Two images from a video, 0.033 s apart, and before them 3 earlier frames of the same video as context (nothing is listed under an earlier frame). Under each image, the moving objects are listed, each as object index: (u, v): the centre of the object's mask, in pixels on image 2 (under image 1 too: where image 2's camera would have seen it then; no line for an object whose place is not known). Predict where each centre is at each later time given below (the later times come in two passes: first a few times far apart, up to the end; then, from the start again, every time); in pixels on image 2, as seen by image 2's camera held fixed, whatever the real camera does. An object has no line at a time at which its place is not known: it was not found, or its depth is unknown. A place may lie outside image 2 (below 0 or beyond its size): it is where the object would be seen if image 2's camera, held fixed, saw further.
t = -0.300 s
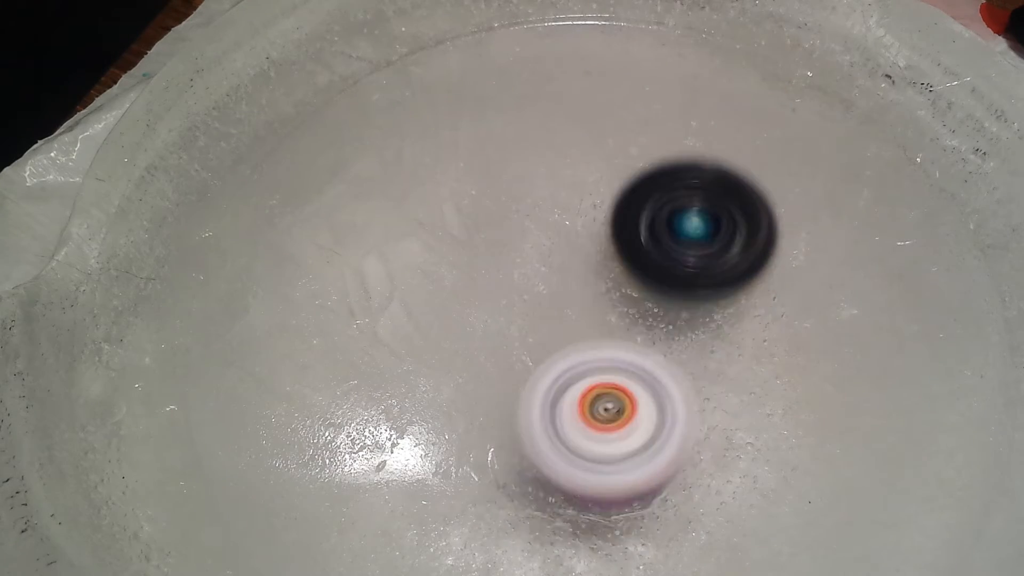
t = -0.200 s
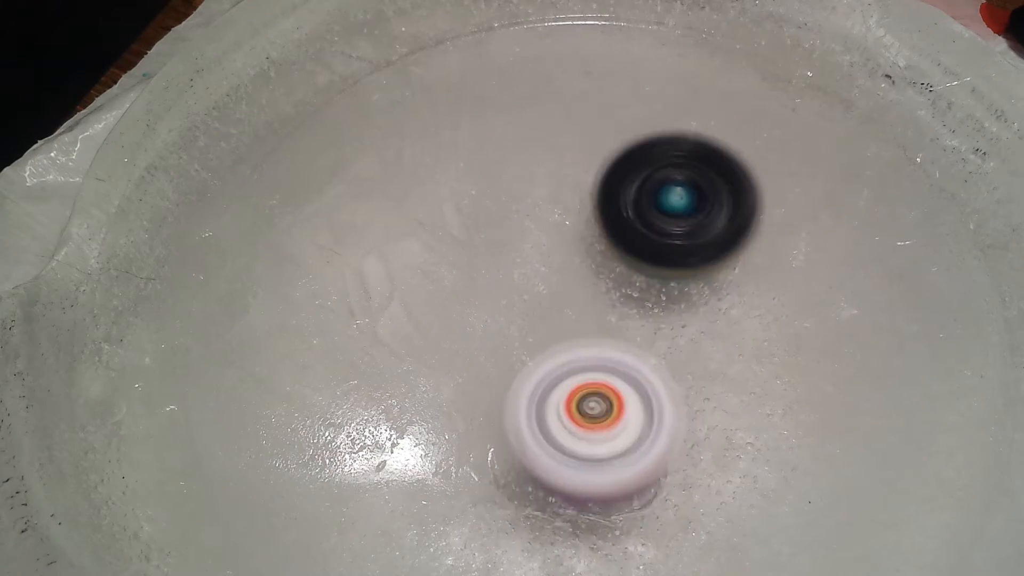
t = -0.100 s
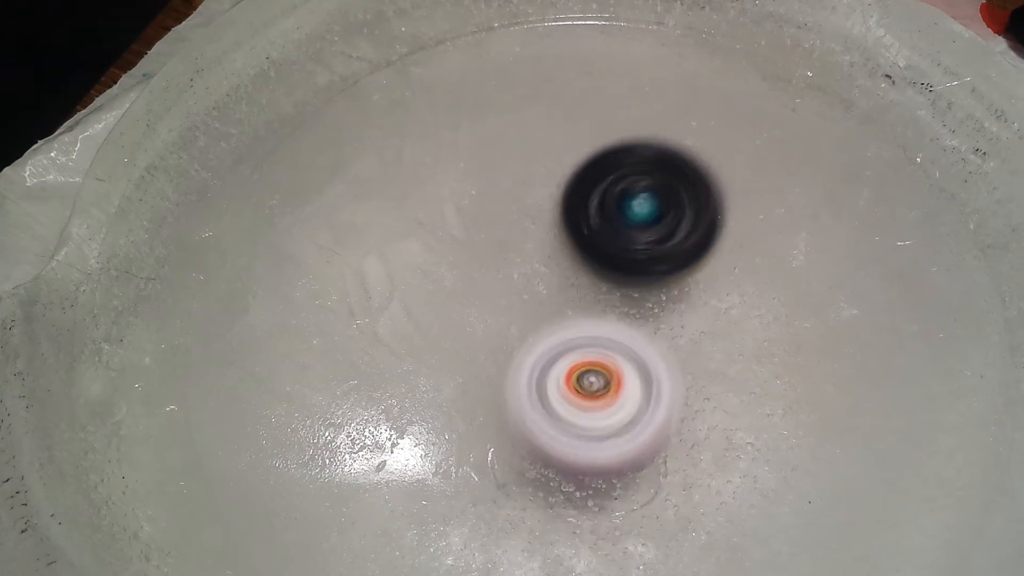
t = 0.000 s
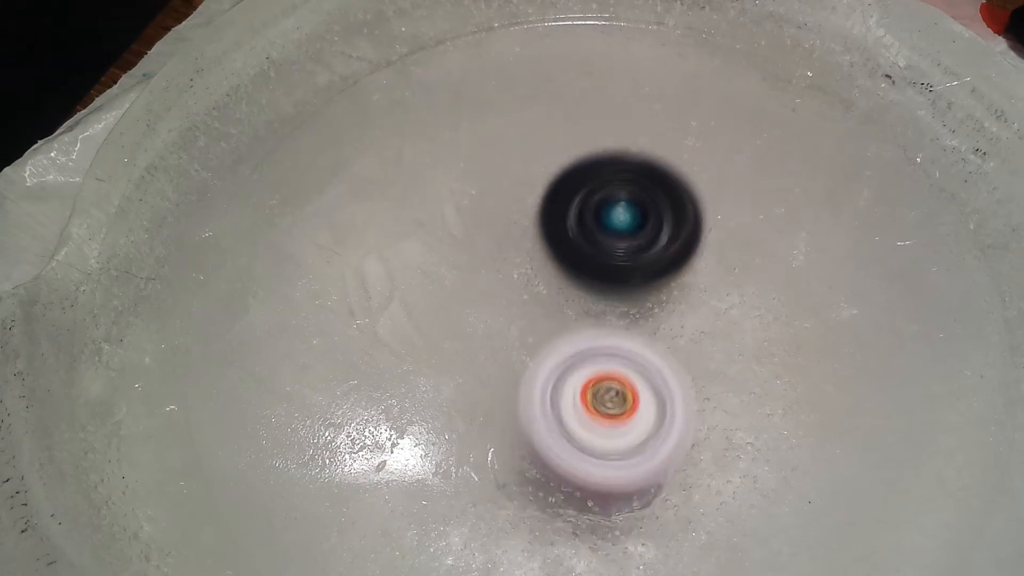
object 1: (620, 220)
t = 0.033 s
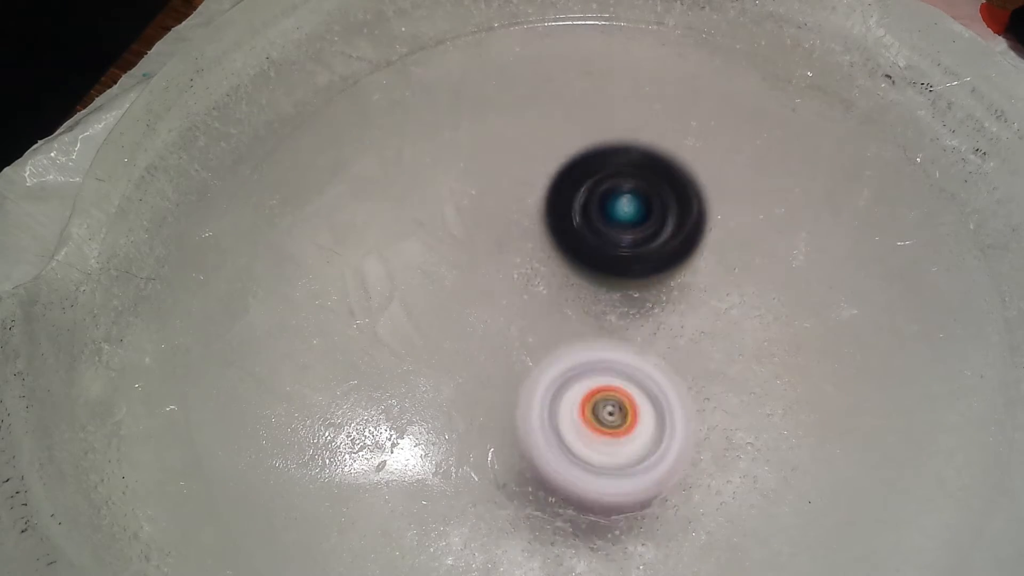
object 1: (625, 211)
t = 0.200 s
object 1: (645, 236)
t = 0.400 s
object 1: (676, 268)
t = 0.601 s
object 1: (664, 220)
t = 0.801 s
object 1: (626, 239)
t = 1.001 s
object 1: (655, 254)
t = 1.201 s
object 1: (642, 197)
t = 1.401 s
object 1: (611, 221)
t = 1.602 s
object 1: (607, 112)
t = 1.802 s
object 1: (600, 155)
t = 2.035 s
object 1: (663, 183)
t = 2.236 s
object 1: (676, 146)
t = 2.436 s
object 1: (649, 228)
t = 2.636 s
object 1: (738, 112)
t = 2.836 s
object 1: (791, 60)
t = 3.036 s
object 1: (688, 209)
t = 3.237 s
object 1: (701, 211)
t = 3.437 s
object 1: (668, 304)
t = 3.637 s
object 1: (557, 334)
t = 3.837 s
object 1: (535, 450)
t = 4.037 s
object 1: (609, 475)
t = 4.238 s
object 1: (589, 453)
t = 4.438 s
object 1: (580, 399)
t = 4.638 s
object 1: (580, 409)
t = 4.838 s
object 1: (635, 408)
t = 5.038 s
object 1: (652, 405)
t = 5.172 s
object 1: (606, 402)
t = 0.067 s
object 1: (630, 207)
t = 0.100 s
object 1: (633, 209)
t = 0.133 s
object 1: (637, 216)
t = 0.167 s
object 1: (642, 226)
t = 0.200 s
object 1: (645, 236)
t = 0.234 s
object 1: (648, 250)
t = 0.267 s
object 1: (652, 265)
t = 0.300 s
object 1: (657, 280)
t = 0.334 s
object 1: (663, 289)
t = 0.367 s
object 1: (670, 281)
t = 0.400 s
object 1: (676, 268)
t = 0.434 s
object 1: (683, 255)
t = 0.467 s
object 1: (686, 244)
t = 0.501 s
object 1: (686, 234)
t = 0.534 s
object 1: (682, 226)
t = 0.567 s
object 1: (674, 222)
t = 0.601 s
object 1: (664, 220)
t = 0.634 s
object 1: (652, 221)
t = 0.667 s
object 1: (641, 225)
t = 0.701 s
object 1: (630, 231)
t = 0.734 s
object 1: (624, 232)
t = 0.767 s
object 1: (622, 237)
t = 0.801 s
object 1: (626, 239)
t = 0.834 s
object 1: (635, 233)
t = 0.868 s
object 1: (644, 230)
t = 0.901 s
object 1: (651, 234)
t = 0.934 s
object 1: (655, 242)
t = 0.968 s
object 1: (656, 252)
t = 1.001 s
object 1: (655, 254)
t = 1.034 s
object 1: (654, 253)
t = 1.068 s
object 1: (653, 248)
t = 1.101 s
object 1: (652, 231)
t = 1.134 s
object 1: (650, 215)
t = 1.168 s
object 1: (647, 203)
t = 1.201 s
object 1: (642, 197)
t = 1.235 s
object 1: (635, 197)
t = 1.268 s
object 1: (627, 199)
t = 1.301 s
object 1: (620, 206)
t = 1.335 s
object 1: (612, 216)
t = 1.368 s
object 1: (608, 225)
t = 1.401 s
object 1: (611, 221)
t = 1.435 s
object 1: (609, 187)
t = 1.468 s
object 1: (607, 160)
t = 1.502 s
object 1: (607, 141)
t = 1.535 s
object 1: (607, 124)
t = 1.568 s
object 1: (607, 118)
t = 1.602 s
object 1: (607, 112)
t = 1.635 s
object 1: (606, 110)
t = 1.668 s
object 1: (605, 112)
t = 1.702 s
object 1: (604, 116)
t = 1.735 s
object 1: (603, 124)
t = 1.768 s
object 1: (602, 139)
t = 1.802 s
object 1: (600, 155)
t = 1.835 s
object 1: (598, 175)
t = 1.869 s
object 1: (601, 197)
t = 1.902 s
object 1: (609, 221)
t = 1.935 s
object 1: (625, 245)
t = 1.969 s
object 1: (642, 230)
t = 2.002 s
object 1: (652, 206)
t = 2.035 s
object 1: (663, 183)
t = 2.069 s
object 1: (669, 167)
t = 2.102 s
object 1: (670, 155)
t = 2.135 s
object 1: (668, 147)
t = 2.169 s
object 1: (668, 143)
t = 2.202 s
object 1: (672, 142)
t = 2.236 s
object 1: (676, 146)
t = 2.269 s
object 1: (682, 153)
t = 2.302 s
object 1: (687, 163)
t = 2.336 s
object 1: (690, 178)
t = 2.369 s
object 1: (687, 195)
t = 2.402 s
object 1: (670, 213)
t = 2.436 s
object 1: (649, 228)
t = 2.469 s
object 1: (629, 244)
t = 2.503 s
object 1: (616, 255)
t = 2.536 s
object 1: (644, 229)
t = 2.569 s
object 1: (686, 185)
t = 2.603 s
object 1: (716, 144)
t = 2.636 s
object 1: (738, 112)
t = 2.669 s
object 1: (758, 86)
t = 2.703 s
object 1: (771, 68)
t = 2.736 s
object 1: (781, 59)
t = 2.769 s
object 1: (788, 55)
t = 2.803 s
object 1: (793, 56)
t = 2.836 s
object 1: (791, 60)
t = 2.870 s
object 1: (781, 69)
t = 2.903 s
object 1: (770, 84)
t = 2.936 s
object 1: (754, 108)
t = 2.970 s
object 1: (734, 135)
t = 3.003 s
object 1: (709, 172)
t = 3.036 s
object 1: (688, 209)
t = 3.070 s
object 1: (686, 221)
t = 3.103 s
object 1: (693, 212)
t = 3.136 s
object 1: (697, 206)
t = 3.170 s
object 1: (700, 203)
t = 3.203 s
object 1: (700, 204)
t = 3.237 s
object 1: (701, 211)
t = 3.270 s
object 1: (700, 224)
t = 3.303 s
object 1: (697, 239)
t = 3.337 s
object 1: (694, 257)
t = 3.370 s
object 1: (690, 276)
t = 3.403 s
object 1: (684, 297)
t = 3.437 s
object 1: (668, 304)
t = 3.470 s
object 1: (641, 308)
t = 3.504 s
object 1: (615, 313)
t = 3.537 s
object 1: (597, 317)
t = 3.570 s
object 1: (589, 324)
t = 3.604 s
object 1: (586, 334)
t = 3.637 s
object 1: (557, 334)
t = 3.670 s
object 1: (528, 336)
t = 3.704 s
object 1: (507, 346)
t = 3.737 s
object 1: (499, 363)
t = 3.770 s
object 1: (501, 387)
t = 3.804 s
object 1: (515, 421)
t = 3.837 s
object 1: (535, 450)
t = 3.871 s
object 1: (552, 466)
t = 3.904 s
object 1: (568, 479)
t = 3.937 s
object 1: (580, 485)
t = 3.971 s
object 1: (591, 485)
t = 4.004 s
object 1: (600, 483)
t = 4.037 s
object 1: (609, 475)
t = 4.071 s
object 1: (605, 482)
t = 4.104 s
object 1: (604, 485)
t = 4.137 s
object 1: (600, 480)
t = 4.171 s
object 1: (596, 475)
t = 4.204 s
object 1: (592, 463)
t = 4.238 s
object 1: (589, 453)
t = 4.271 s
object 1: (586, 441)
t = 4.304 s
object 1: (581, 428)
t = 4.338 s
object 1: (576, 416)
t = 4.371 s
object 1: (576, 406)
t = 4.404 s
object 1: (577, 401)
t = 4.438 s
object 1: (580, 399)
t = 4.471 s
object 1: (587, 400)
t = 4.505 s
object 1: (582, 401)
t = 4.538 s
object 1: (576, 404)
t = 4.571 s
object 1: (571, 407)
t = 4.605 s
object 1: (570, 407)
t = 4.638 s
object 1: (580, 409)
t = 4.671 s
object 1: (587, 407)
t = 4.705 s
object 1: (593, 405)
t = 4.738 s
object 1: (606, 404)
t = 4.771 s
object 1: (617, 405)
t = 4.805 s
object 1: (627, 407)
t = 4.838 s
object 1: (635, 408)
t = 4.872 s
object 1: (646, 419)
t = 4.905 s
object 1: (655, 421)
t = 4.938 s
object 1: (659, 421)
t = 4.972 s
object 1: (659, 417)
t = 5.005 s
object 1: (657, 409)
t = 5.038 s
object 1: (652, 405)
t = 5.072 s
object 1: (644, 407)
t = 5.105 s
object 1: (633, 407)
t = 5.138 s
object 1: (618, 406)
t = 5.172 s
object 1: (606, 402)
